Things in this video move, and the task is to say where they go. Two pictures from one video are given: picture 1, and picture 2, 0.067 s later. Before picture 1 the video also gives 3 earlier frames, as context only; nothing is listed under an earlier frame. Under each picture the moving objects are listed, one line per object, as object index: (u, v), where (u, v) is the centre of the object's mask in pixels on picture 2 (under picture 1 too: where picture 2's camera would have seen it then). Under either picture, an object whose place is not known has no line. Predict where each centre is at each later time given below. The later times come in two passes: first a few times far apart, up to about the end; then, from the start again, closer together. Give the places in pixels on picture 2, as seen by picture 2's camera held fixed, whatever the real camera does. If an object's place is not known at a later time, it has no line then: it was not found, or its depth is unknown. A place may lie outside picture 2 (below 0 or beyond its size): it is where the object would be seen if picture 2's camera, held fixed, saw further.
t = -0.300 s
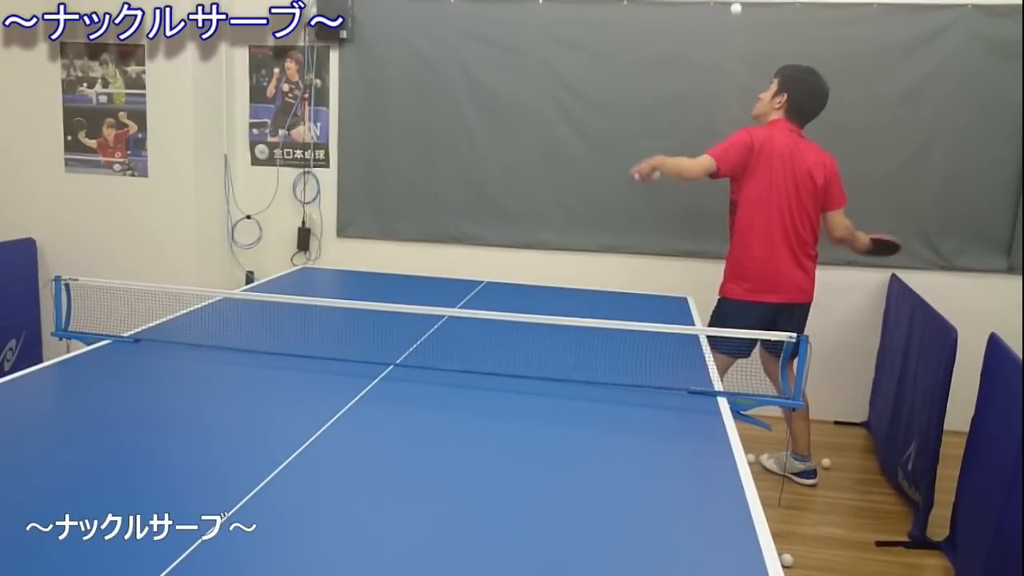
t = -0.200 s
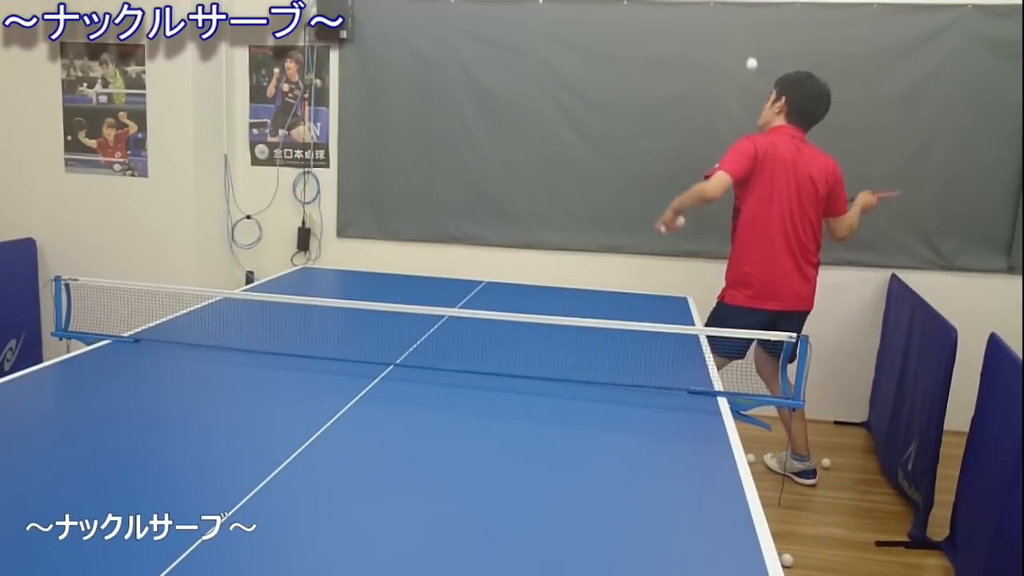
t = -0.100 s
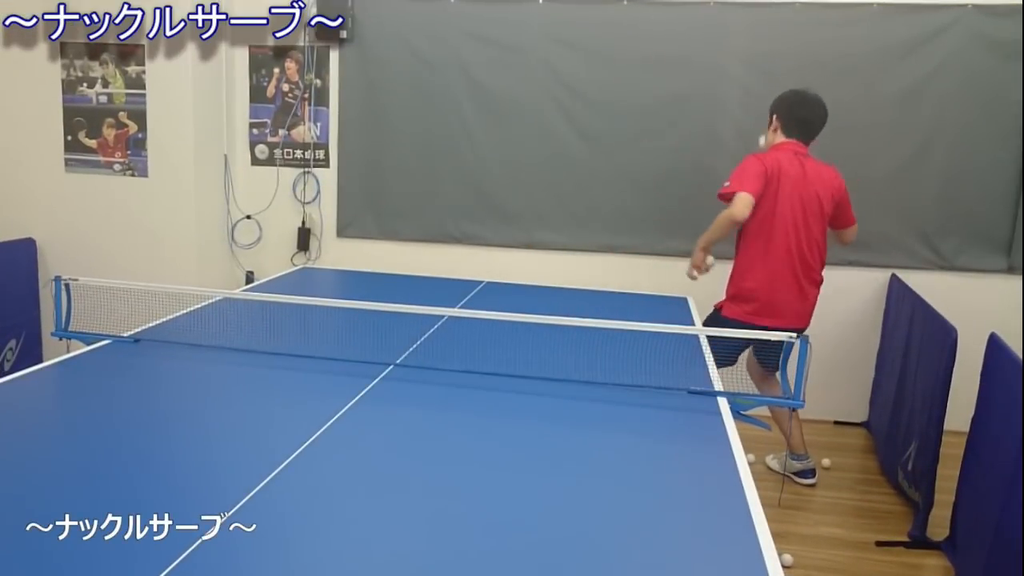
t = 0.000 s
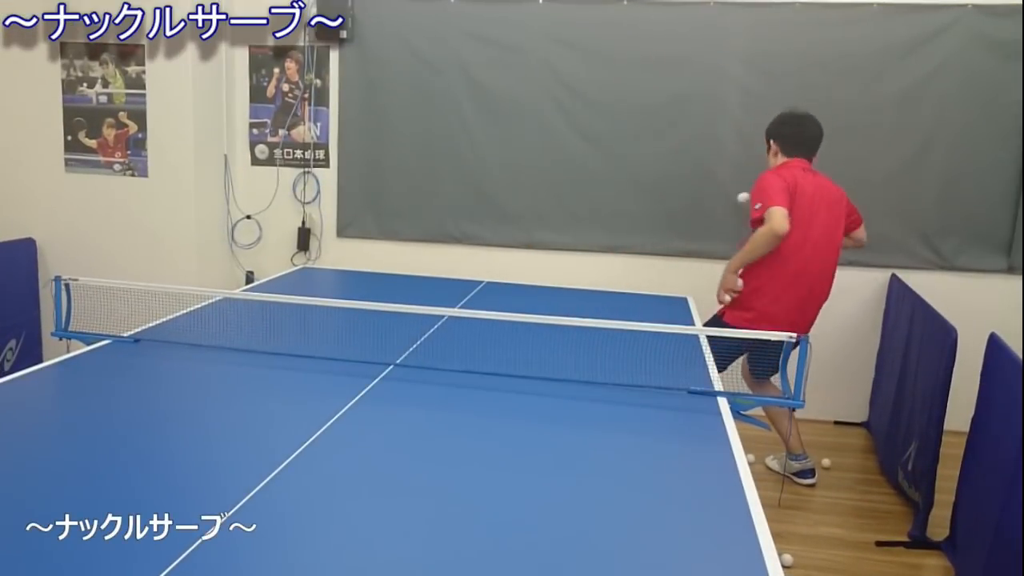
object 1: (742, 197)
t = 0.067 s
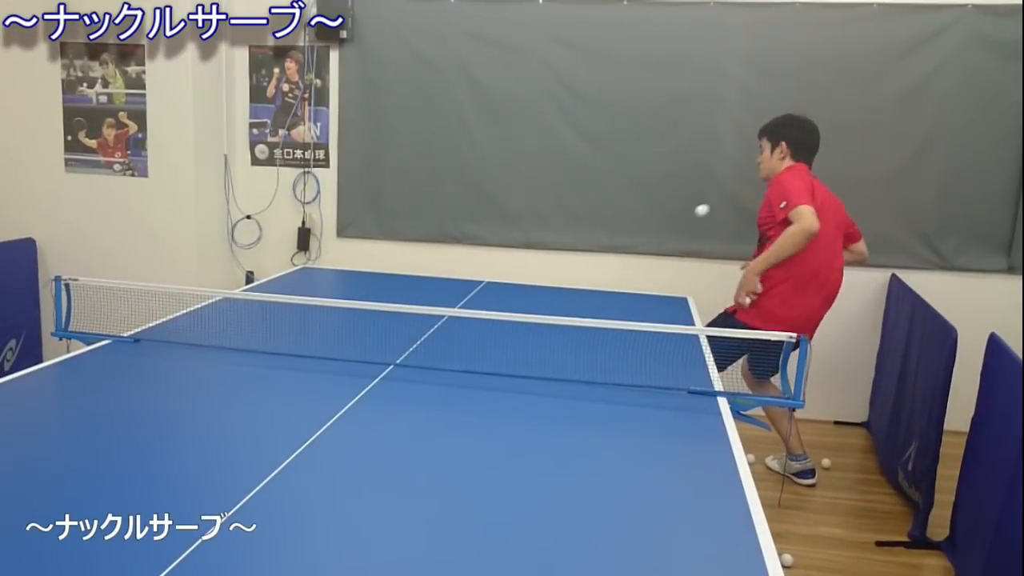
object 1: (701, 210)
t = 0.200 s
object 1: (606, 269)
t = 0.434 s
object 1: (453, 250)
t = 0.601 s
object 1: (325, 287)
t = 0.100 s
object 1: (679, 220)
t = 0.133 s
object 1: (656, 234)
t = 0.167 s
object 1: (632, 249)
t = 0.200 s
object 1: (606, 269)
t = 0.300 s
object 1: (536, 288)
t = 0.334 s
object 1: (517, 274)
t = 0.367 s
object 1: (496, 263)
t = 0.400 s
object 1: (475, 254)
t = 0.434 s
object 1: (453, 250)
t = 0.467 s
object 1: (430, 249)
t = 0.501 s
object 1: (406, 251)
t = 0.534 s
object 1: (380, 258)
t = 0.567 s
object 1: (353, 271)
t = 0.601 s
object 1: (325, 287)
